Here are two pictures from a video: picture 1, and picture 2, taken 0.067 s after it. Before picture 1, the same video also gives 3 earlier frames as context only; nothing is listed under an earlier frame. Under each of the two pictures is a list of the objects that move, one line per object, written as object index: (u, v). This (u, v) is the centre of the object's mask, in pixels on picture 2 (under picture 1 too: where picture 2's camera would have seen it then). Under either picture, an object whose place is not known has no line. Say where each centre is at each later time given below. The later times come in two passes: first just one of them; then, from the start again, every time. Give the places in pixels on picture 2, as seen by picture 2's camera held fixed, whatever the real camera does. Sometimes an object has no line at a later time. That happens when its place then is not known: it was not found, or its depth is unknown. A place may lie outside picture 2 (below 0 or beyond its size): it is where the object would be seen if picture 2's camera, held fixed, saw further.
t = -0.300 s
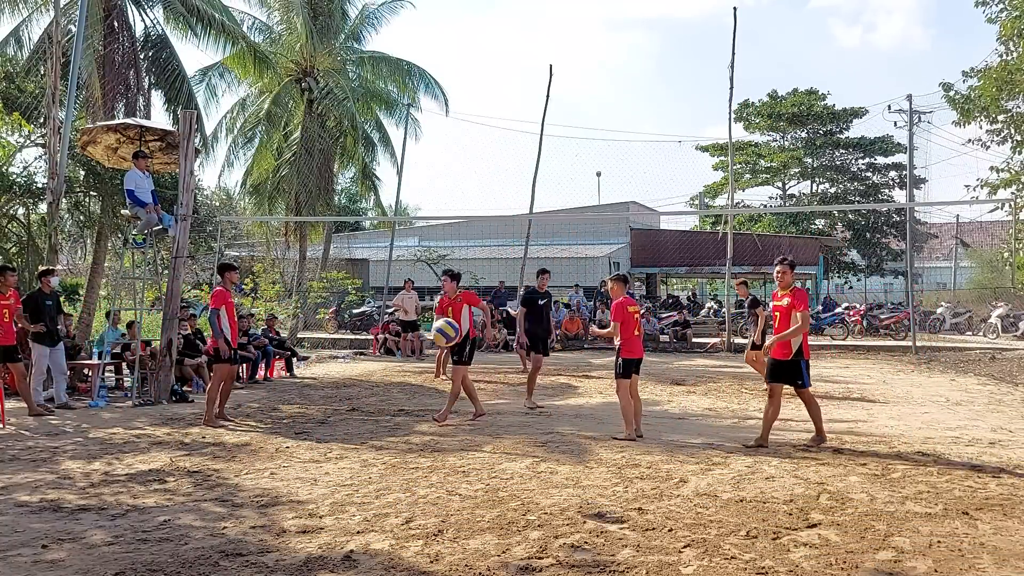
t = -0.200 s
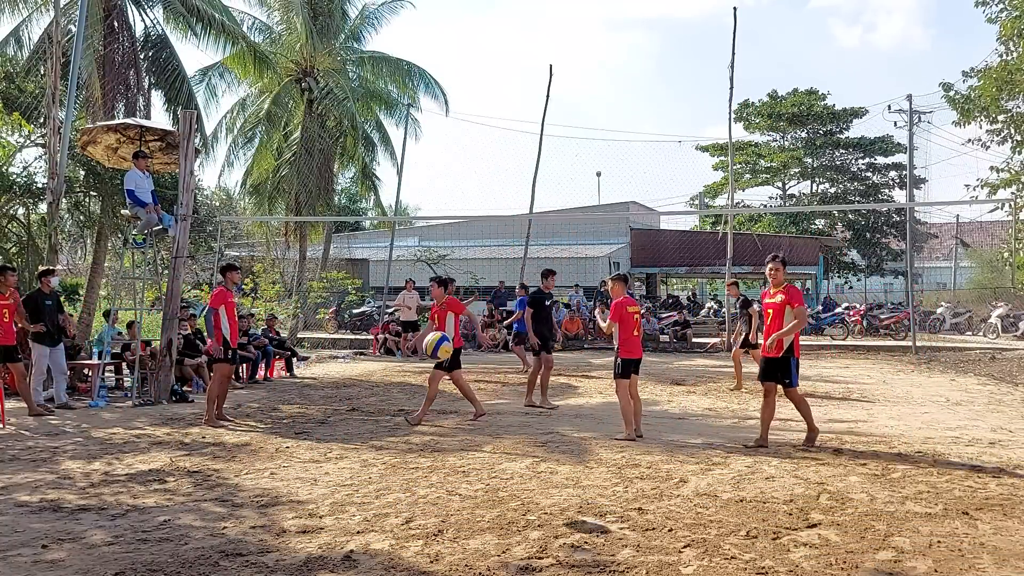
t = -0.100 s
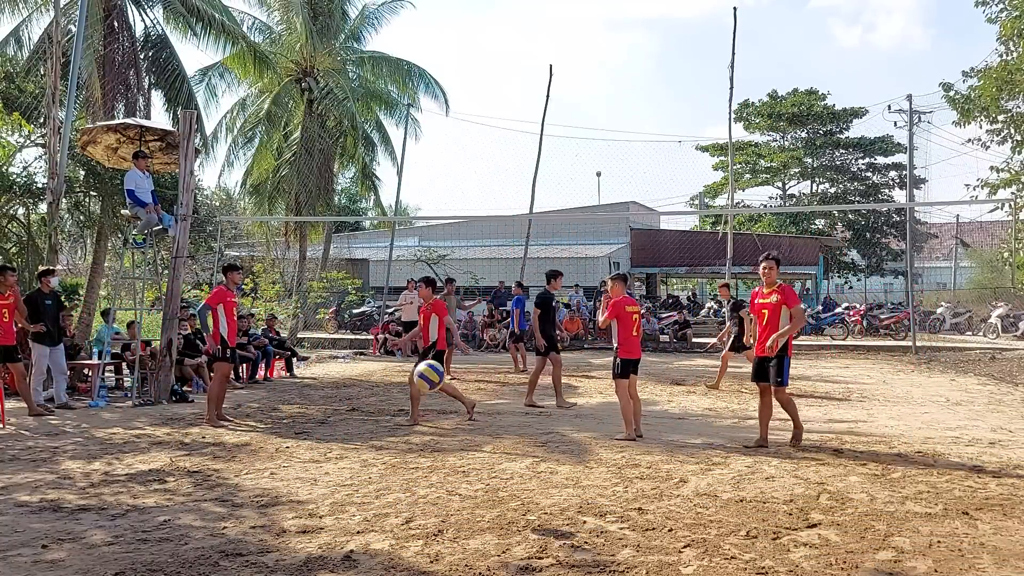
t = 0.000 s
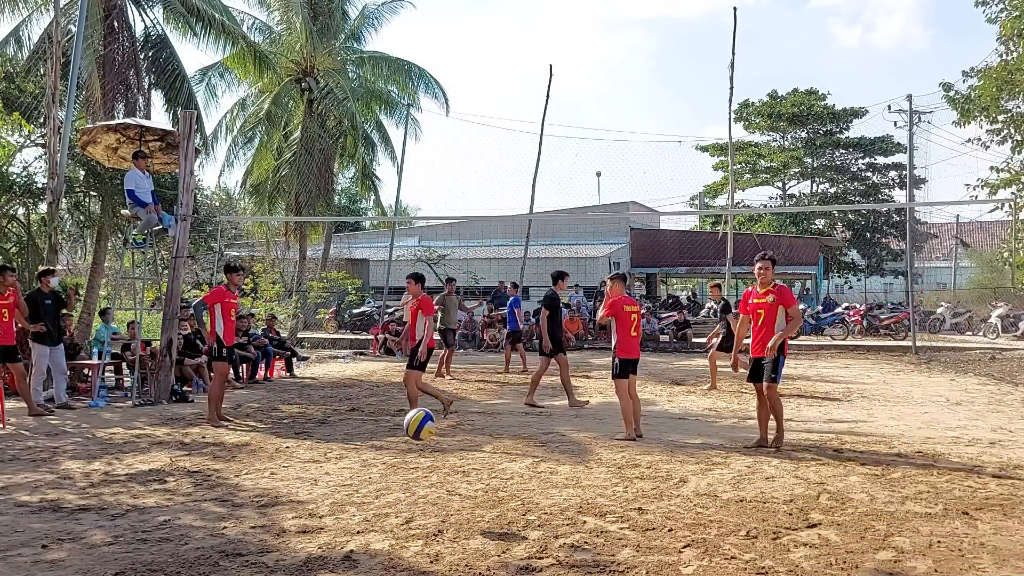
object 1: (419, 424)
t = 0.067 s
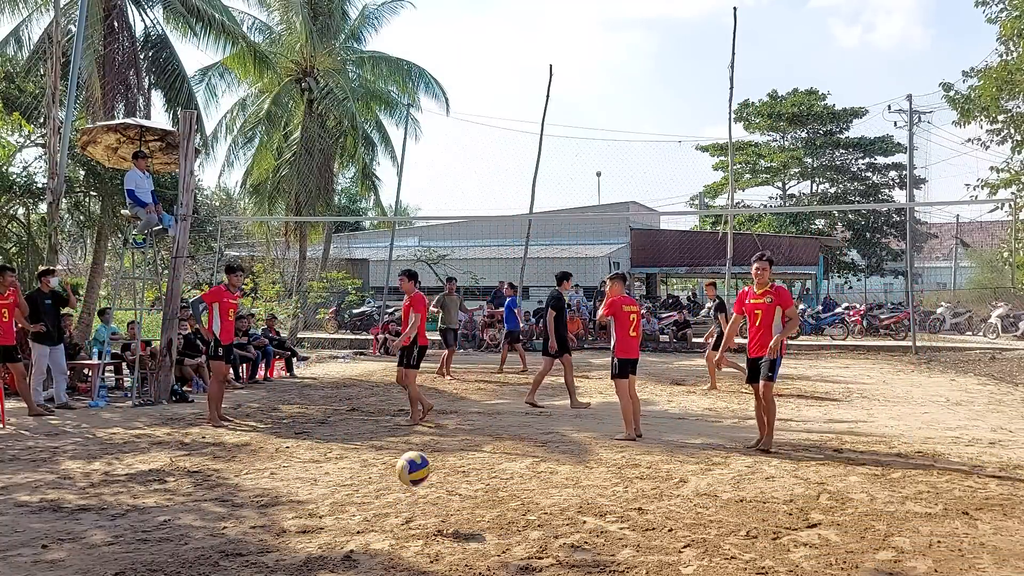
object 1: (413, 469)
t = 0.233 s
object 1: (390, 479)
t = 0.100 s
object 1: (409, 495)
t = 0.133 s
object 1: (406, 513)
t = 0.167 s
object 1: (401, 500)
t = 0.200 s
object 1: (395, 489)
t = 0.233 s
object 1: (390, 479)
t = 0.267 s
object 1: (385, 470)
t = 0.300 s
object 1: (379, 464)
